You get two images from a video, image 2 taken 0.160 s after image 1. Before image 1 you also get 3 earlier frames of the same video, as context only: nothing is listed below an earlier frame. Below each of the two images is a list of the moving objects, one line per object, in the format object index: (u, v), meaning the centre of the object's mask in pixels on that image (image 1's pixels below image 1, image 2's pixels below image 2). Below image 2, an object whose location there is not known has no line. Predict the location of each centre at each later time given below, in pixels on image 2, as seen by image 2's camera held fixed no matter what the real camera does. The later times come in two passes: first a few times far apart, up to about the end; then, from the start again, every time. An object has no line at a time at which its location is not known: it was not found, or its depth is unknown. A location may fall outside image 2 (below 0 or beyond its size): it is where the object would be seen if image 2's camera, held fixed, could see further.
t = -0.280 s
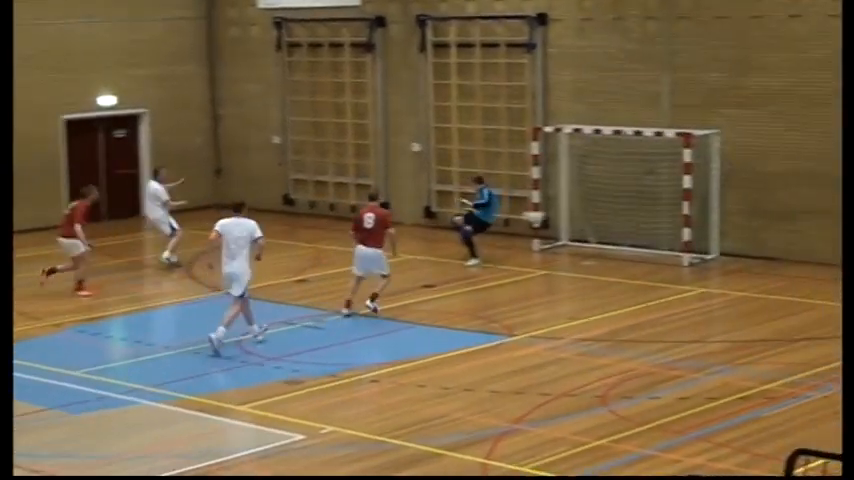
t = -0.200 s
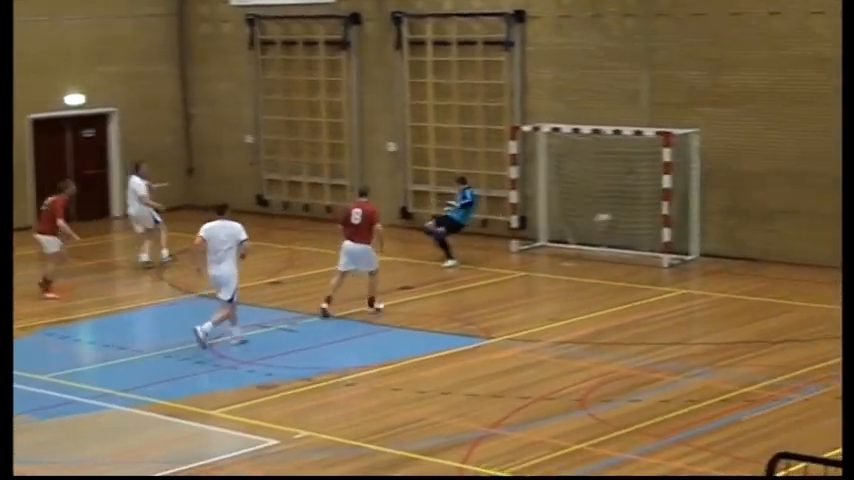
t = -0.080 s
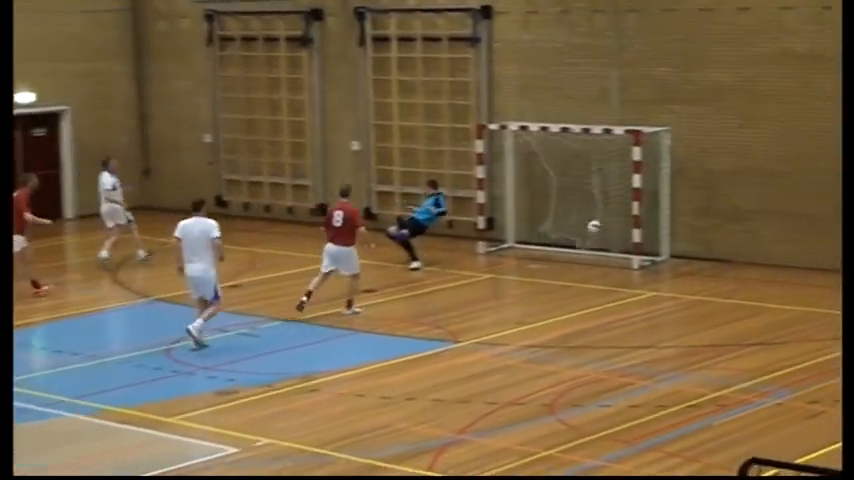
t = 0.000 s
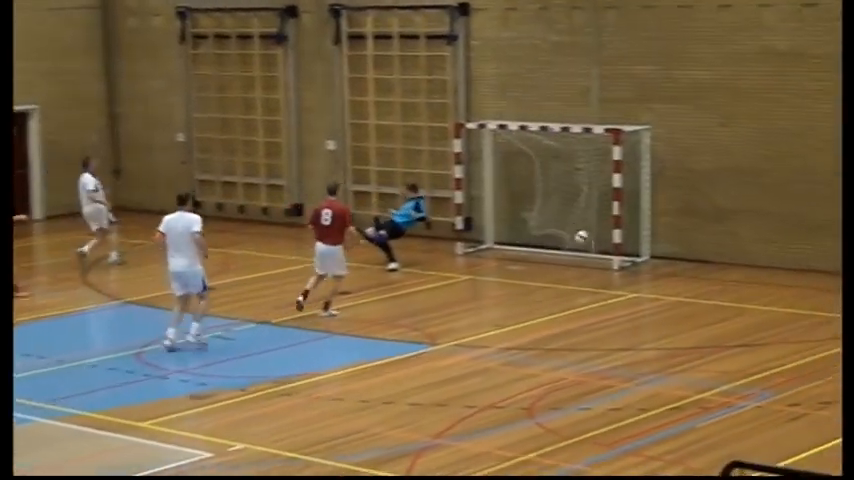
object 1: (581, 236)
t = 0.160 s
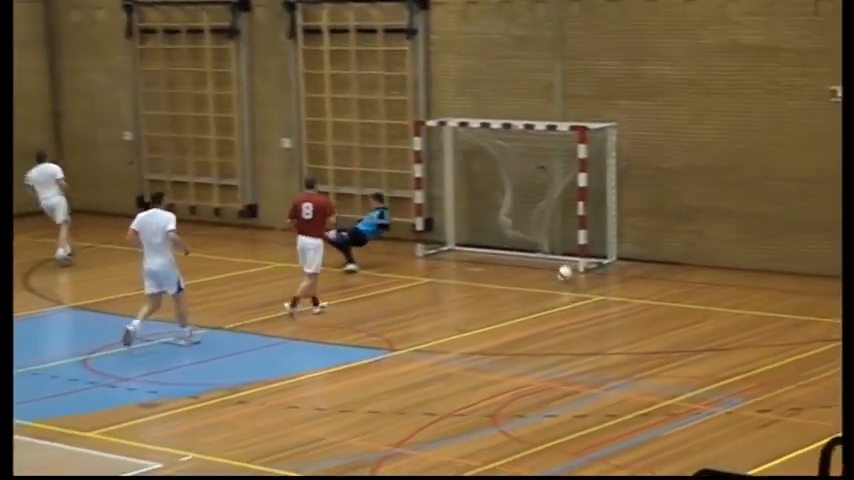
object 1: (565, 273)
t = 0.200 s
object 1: (569, 274)
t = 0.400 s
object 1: (588, 278)
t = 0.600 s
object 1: (609, 297)
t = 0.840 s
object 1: (633, 314)
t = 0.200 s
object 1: (569, 274)
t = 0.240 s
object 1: (573, 273)
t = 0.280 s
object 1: (577, 272)
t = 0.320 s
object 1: (581, 272)
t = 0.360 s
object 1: (584, 276)
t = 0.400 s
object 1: (588, 278)
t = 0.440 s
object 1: (592, 284)
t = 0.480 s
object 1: (597, 289)
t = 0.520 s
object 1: (602, 298)
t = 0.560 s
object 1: (605, 299)
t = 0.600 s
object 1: (609, 297)
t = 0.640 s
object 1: (613, 298)
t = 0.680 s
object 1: (617, 300)
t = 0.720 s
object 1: (621, 305)
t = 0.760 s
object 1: (625, 309)
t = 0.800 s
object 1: (629, 315)
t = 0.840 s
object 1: (633, 314)
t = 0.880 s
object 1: (637, 318)
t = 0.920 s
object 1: (641, 318)
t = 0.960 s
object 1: (646, 323)
